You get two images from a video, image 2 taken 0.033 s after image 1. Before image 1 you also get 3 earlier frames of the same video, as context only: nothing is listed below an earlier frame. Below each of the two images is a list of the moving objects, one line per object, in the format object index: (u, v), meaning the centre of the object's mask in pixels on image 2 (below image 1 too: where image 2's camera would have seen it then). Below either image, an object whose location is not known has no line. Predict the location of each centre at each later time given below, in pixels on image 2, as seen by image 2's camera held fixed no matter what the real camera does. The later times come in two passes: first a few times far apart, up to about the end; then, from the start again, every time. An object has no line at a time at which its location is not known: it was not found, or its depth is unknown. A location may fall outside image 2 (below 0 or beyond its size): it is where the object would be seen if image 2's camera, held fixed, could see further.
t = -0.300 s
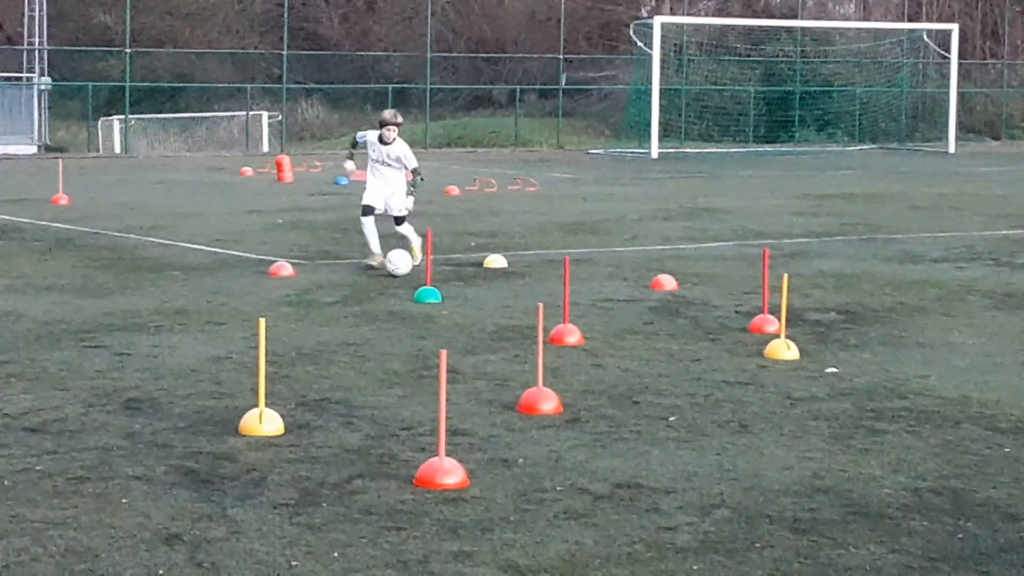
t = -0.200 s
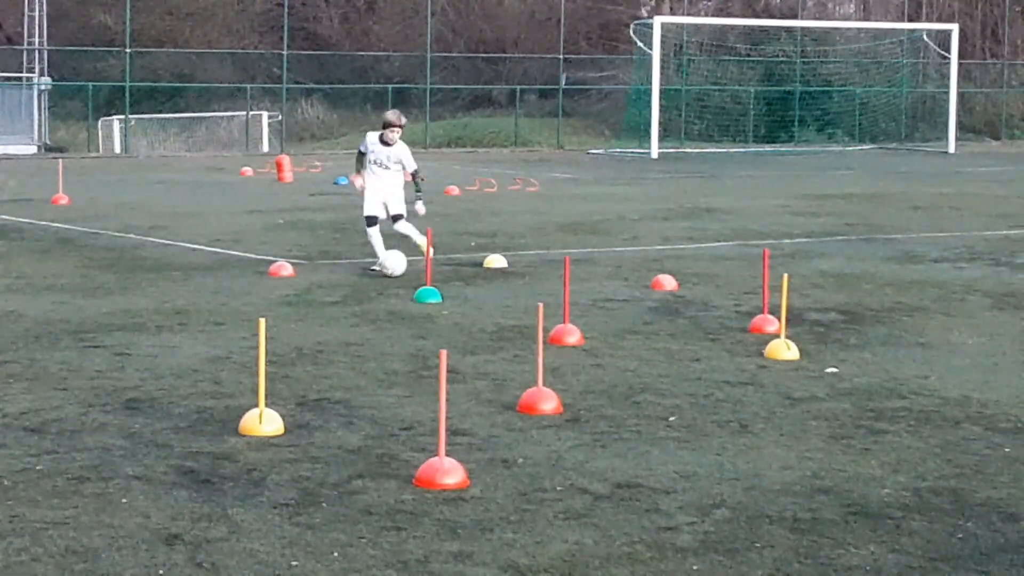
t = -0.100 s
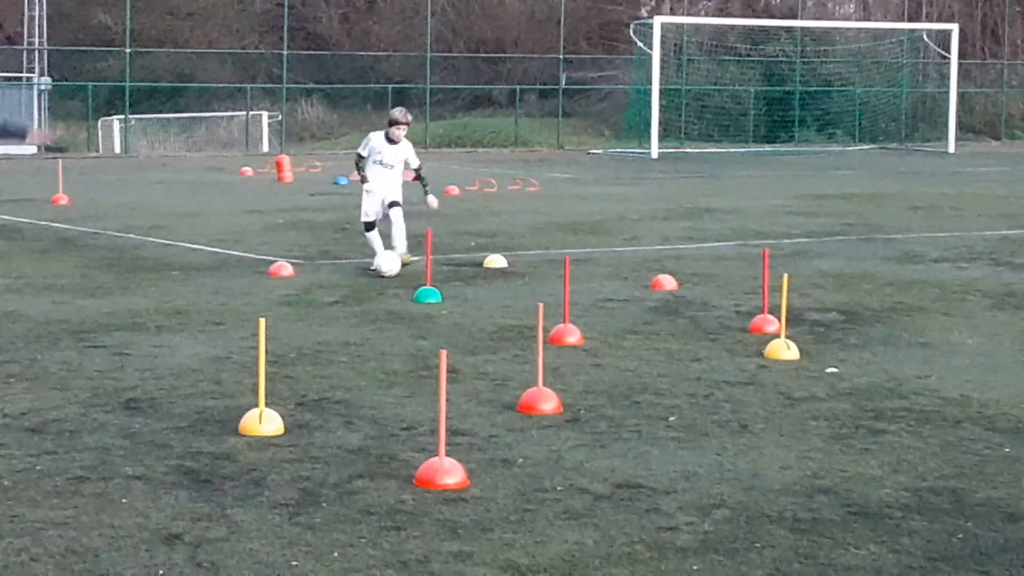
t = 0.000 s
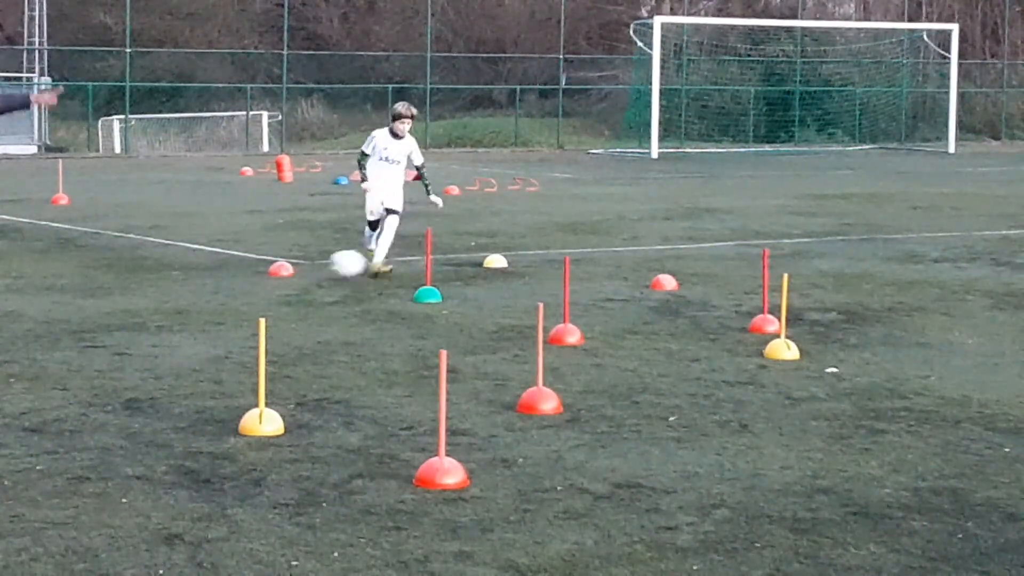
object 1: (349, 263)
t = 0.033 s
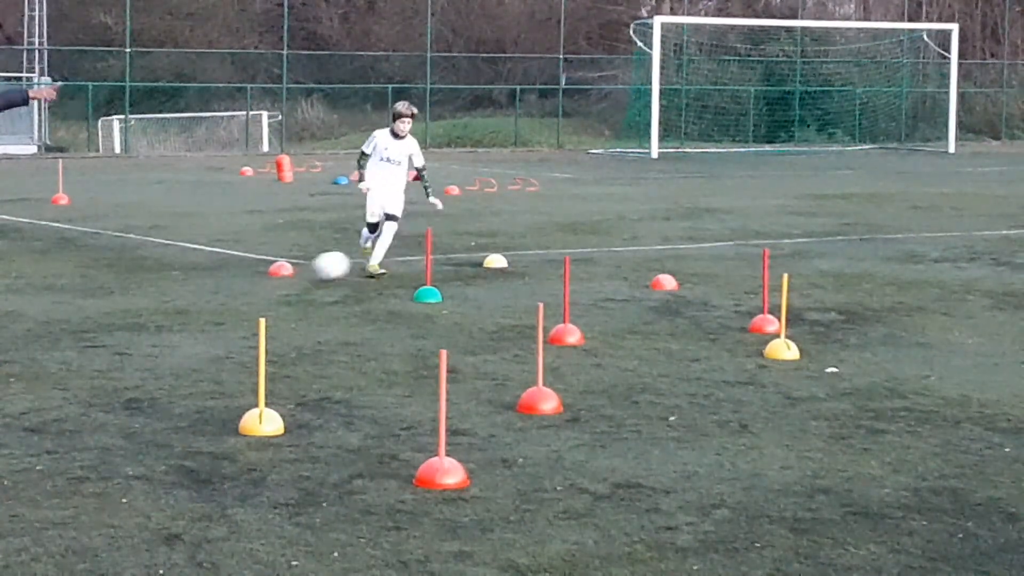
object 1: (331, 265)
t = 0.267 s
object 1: (227, 276)
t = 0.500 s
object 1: (140, 283)
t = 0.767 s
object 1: (38, 287)
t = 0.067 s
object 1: (315, 269)
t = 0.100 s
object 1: (302, 269)
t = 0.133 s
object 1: (285, 271)
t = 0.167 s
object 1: (270, 272)
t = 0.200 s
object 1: (255, 274)
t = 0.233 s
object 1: (241, 275)
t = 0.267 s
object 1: (227, 276)
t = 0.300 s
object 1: (214, 278)
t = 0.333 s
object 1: (202, 277)
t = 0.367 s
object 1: (190, 276)
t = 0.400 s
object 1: (178, 277)
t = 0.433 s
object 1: (165, 279)
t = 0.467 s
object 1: (153, 283)
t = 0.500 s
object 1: (140, 283)
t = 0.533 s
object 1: (128, 280)
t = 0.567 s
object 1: (116, 280)
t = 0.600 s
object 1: (103, 282)
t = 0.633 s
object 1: (90, 285)
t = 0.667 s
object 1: (76, 289)
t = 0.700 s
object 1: (63, 290)
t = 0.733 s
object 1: (51, 288)
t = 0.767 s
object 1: (38, 287)
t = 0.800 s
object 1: (26, 288)
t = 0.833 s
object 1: (14, 292)
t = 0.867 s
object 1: (8, 296)
